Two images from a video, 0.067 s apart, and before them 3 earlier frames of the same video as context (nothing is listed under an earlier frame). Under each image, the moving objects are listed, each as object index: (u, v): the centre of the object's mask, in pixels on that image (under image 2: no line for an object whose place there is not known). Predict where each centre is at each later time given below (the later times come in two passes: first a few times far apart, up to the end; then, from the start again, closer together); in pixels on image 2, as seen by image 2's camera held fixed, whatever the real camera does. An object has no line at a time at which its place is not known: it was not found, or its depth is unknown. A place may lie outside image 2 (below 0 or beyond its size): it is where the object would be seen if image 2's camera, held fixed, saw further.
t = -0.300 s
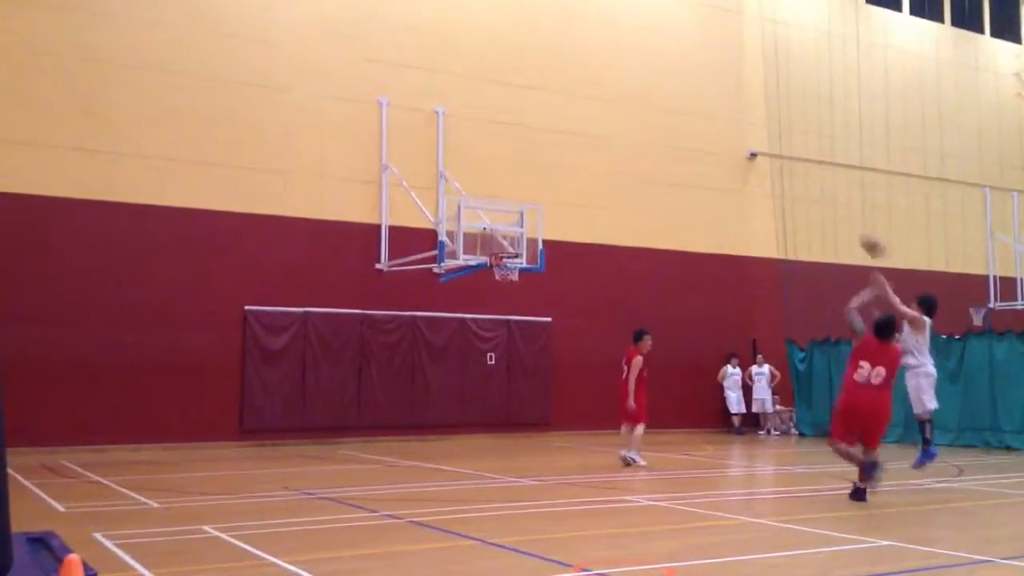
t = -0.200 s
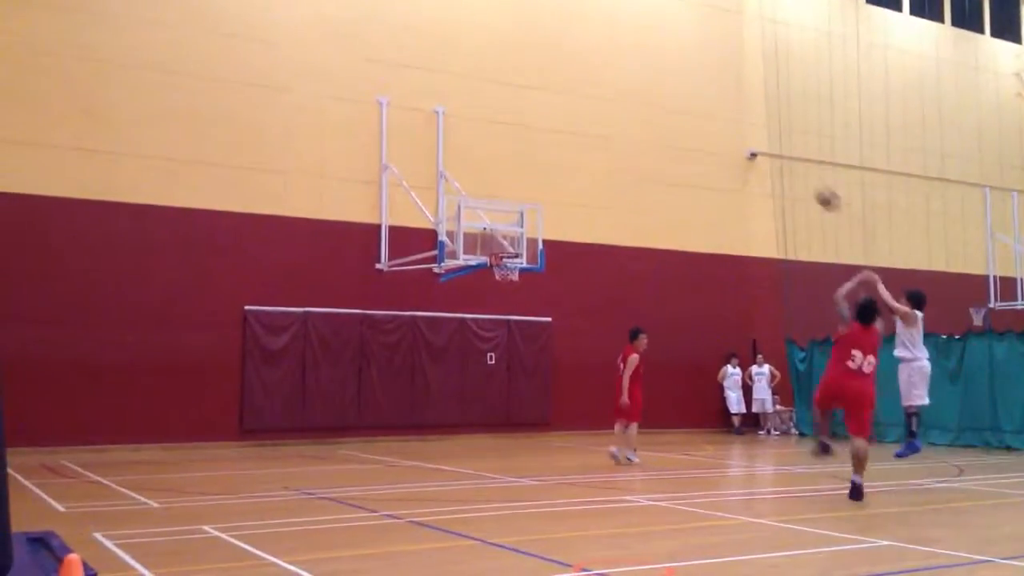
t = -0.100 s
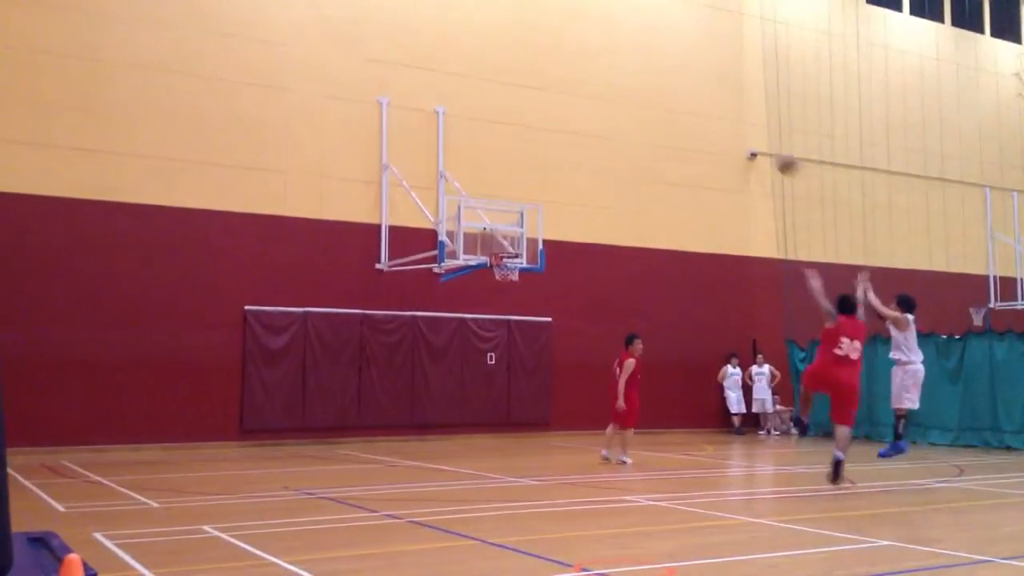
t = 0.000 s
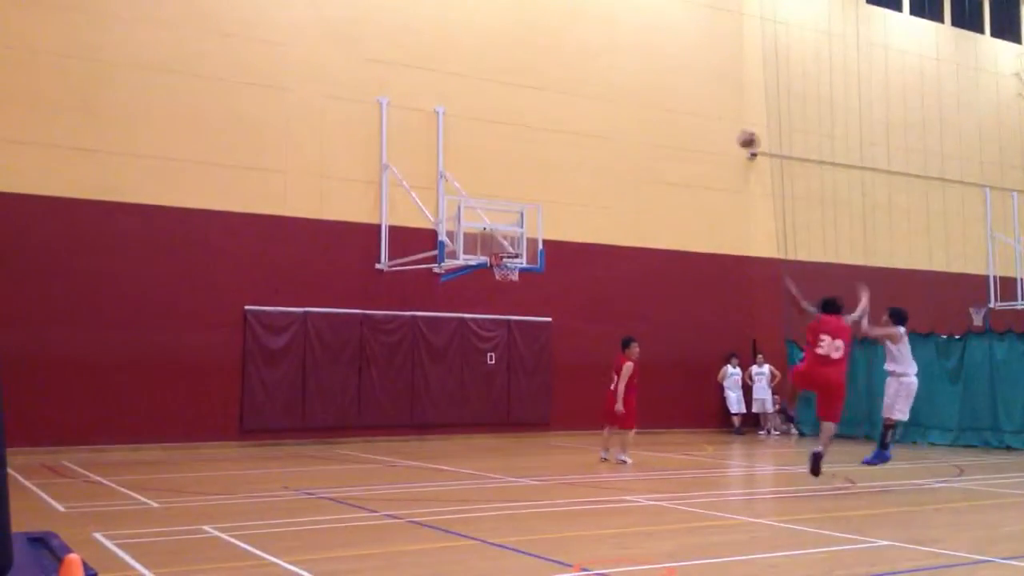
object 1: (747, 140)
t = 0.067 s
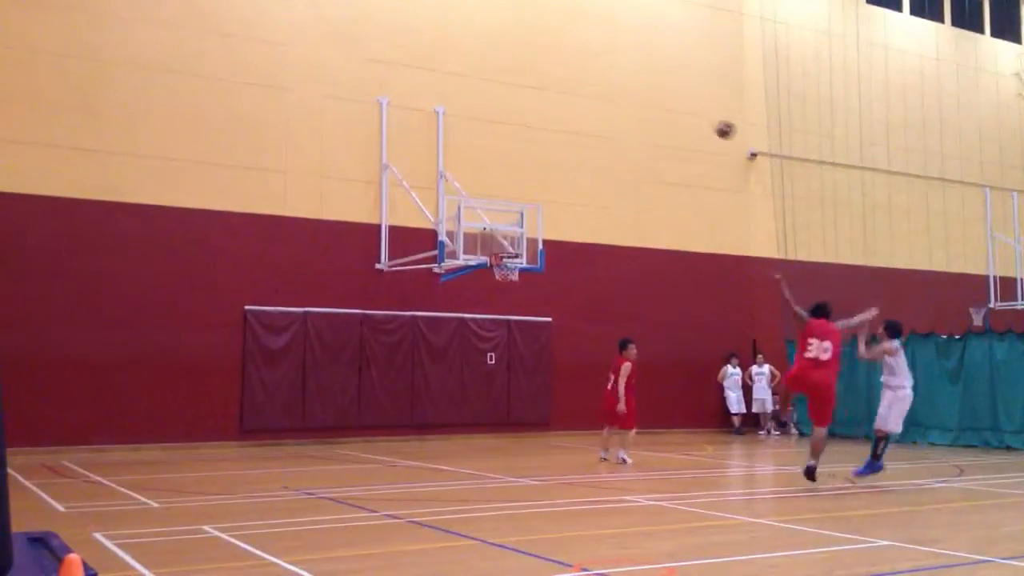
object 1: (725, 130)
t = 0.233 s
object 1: (670, 120)
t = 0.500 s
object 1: (595, 141)
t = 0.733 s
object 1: (541, 194)
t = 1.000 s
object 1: (506, 245)
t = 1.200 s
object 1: (517, 226)
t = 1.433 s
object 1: (537, 242)
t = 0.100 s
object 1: (713, 125)
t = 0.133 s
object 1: (701, 123)
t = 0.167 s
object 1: (691, 121)
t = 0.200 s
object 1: (680, 120)
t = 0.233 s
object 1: (670, 120)
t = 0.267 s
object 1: (660, 120)
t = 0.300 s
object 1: (650, 121)
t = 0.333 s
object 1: (640, 122)
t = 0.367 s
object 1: (631, 124)
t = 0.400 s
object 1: (622, 127)
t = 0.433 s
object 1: (612, 131)
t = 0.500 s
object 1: (595, 141)
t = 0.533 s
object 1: (587, 146)
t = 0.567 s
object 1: (579, 153)
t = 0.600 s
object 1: (571, 160)
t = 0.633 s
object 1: (564, 168)
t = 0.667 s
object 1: (556, 176)
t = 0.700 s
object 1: (548, 185)
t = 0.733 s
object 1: (541, 194)
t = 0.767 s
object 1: (534, 204)
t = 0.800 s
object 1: (526, 214)
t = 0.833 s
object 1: (519, 225)
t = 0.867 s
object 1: (510, 235)
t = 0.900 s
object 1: (507, 243)
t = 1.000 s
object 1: (506, 245)
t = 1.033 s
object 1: (508, 242)
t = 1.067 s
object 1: (511, 239)
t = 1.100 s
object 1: (511, 233)
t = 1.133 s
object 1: (513, 229)
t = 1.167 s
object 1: (515, 227)
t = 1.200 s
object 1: (517, 226)
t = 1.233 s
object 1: (518, 226)
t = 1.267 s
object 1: (521, 227)
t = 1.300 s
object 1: (524, 228)
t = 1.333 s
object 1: (526, 231)
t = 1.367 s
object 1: (529, 233)
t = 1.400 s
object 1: (532, 237)
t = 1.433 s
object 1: (537, 242)
